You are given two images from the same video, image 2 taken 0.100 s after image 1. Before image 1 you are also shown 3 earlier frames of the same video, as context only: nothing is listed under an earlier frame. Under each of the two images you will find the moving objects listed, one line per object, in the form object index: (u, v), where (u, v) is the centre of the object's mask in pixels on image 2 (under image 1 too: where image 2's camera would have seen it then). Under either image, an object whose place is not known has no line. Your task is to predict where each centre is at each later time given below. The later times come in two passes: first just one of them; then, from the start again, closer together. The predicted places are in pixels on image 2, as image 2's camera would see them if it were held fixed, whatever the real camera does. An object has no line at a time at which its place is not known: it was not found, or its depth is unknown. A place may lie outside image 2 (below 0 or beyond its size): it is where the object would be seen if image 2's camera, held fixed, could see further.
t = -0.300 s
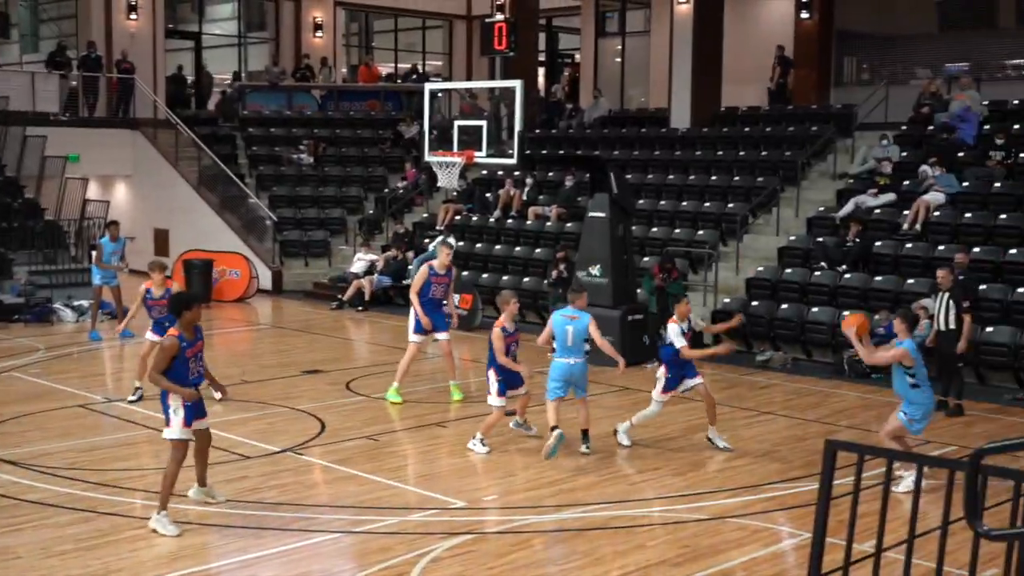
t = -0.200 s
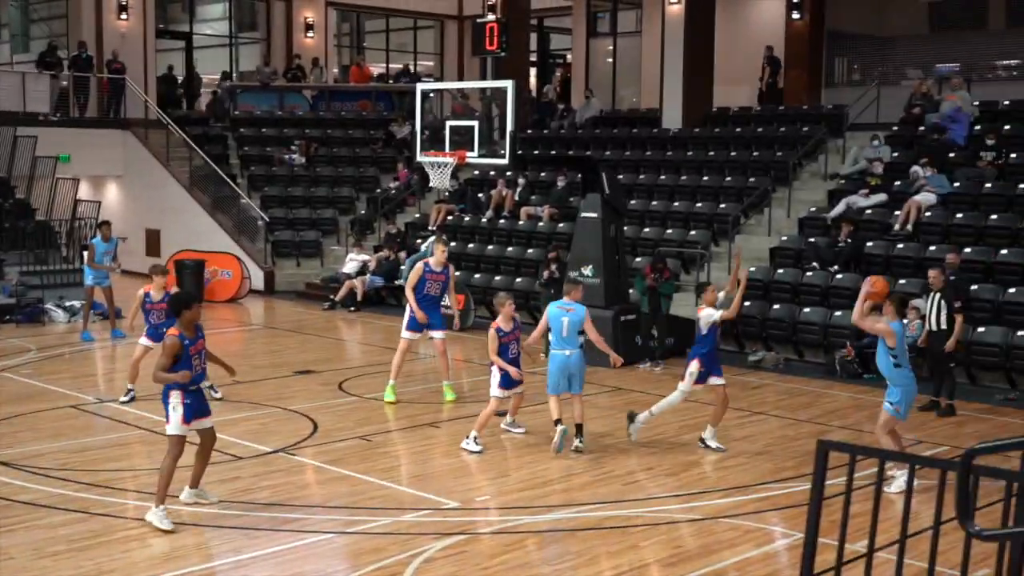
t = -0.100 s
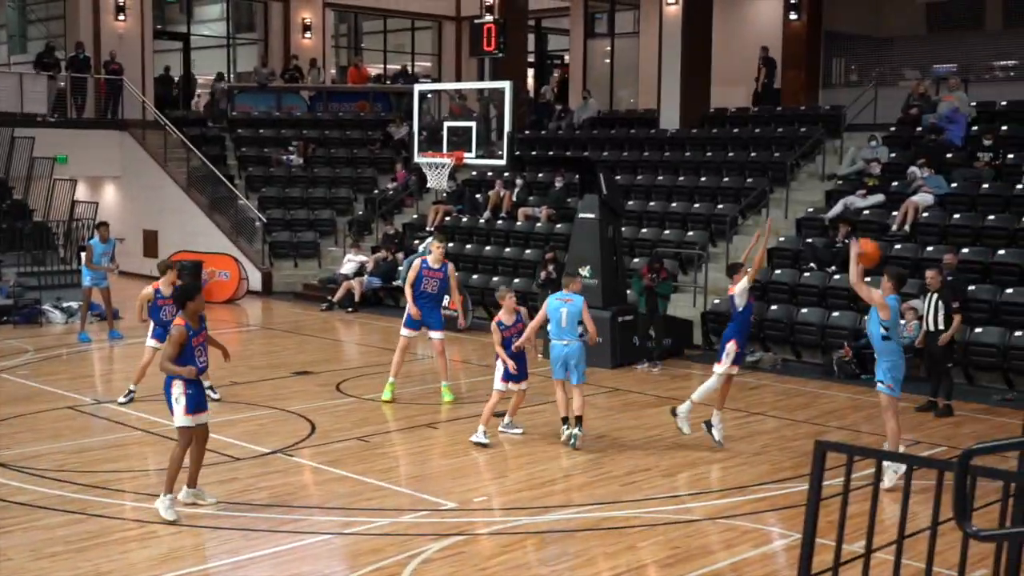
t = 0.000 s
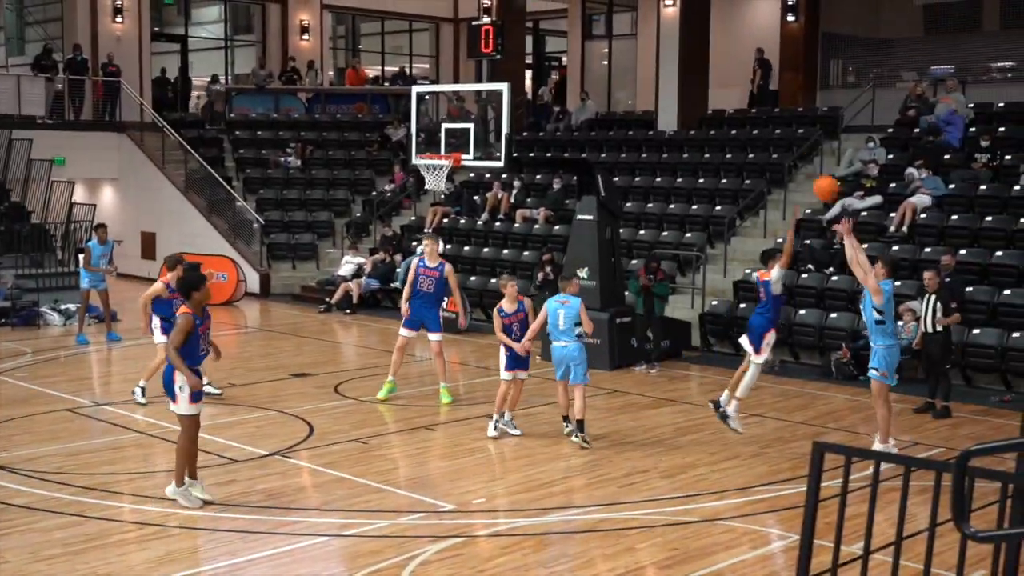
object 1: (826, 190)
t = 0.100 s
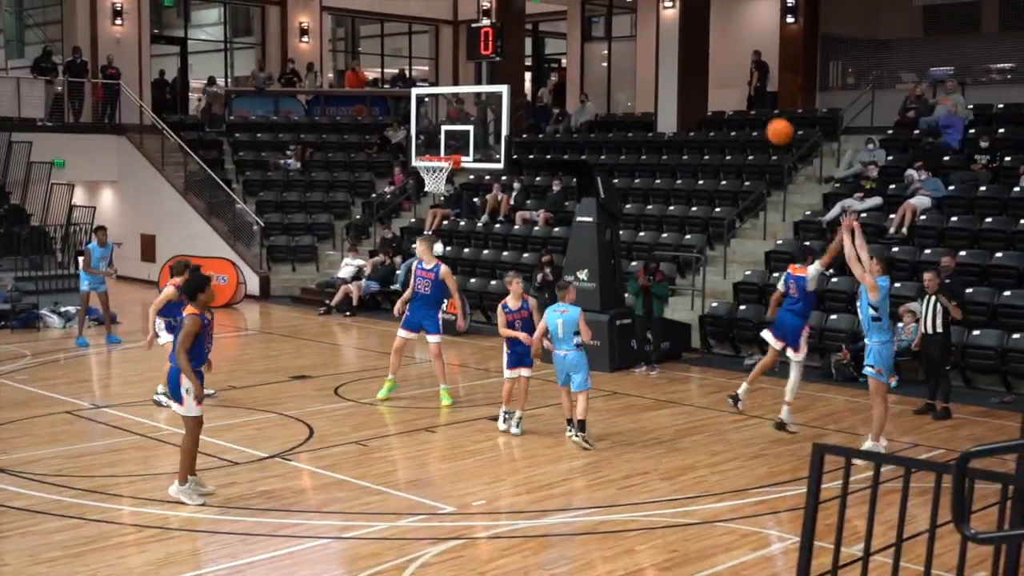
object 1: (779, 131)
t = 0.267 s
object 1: (708, 58)
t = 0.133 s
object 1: (765, 115)
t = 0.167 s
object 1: (750, 100)
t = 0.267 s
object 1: (708, 58)
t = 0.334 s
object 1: (683, 37)
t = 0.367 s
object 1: (670, 29)
